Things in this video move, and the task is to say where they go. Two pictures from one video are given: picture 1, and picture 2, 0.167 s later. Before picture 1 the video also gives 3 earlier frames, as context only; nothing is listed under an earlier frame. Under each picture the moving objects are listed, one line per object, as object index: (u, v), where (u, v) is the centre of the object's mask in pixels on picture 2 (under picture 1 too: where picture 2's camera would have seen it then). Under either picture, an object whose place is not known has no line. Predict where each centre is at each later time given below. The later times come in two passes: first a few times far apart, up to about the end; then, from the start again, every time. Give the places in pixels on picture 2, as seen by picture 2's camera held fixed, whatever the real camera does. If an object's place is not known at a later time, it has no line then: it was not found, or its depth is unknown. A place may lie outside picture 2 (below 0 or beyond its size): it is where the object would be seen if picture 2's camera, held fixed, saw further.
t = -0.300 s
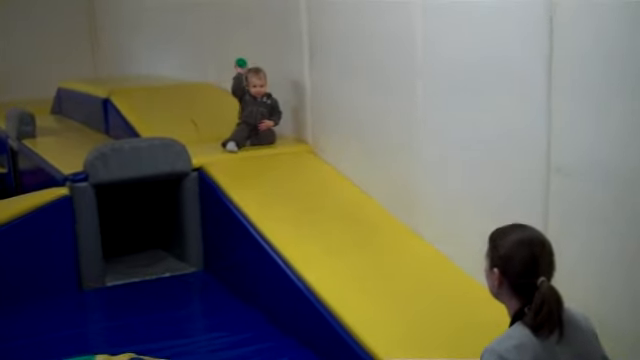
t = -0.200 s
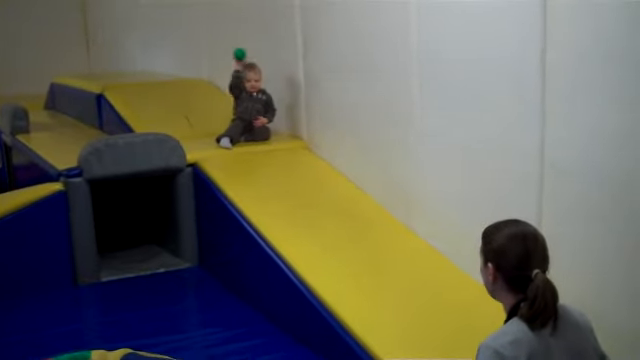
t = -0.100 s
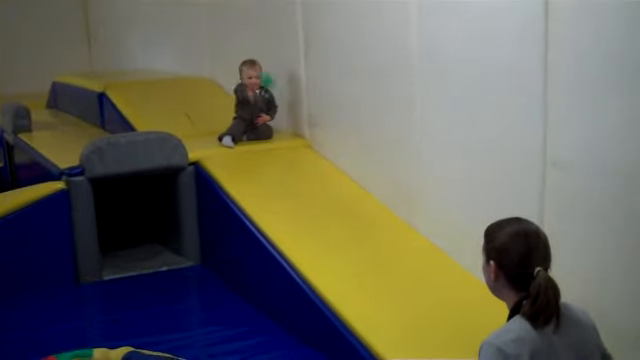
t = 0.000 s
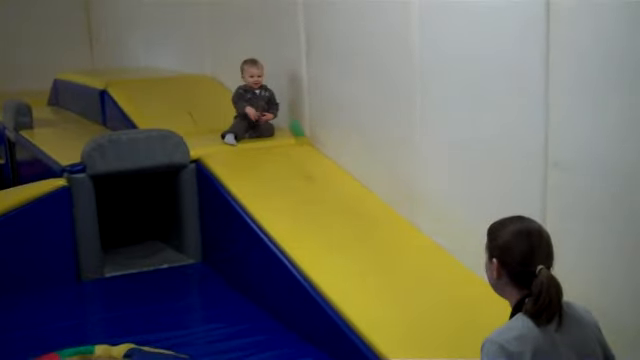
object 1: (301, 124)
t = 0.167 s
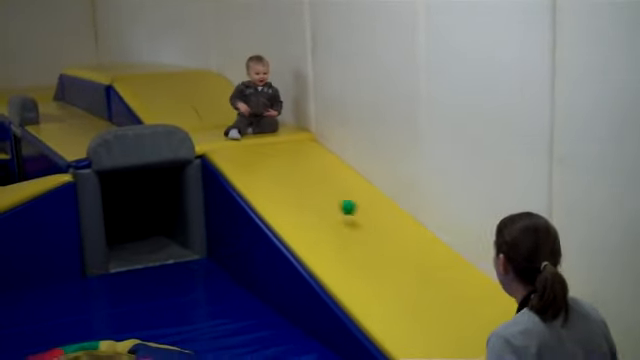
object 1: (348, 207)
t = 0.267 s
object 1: (371, 220)
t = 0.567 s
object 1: (466, 334)
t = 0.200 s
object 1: (355, 209)
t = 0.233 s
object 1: (362, 212)
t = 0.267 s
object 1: (371, 220)
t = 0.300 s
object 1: (379, 229)
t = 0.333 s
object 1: (389, 241)
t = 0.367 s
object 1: (398, 256)
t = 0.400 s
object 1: (407, 276)
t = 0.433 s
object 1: (417, 294)
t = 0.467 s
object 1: (429, 299)
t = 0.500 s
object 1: (440, 308)
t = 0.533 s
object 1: (453, 318)
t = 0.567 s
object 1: (466, 334)
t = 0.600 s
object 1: (478, 349)
